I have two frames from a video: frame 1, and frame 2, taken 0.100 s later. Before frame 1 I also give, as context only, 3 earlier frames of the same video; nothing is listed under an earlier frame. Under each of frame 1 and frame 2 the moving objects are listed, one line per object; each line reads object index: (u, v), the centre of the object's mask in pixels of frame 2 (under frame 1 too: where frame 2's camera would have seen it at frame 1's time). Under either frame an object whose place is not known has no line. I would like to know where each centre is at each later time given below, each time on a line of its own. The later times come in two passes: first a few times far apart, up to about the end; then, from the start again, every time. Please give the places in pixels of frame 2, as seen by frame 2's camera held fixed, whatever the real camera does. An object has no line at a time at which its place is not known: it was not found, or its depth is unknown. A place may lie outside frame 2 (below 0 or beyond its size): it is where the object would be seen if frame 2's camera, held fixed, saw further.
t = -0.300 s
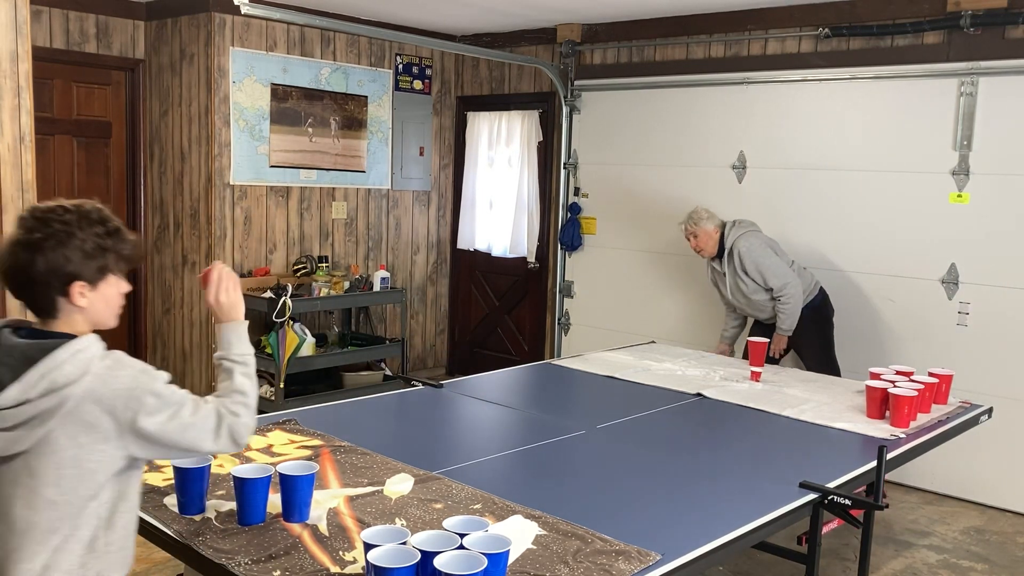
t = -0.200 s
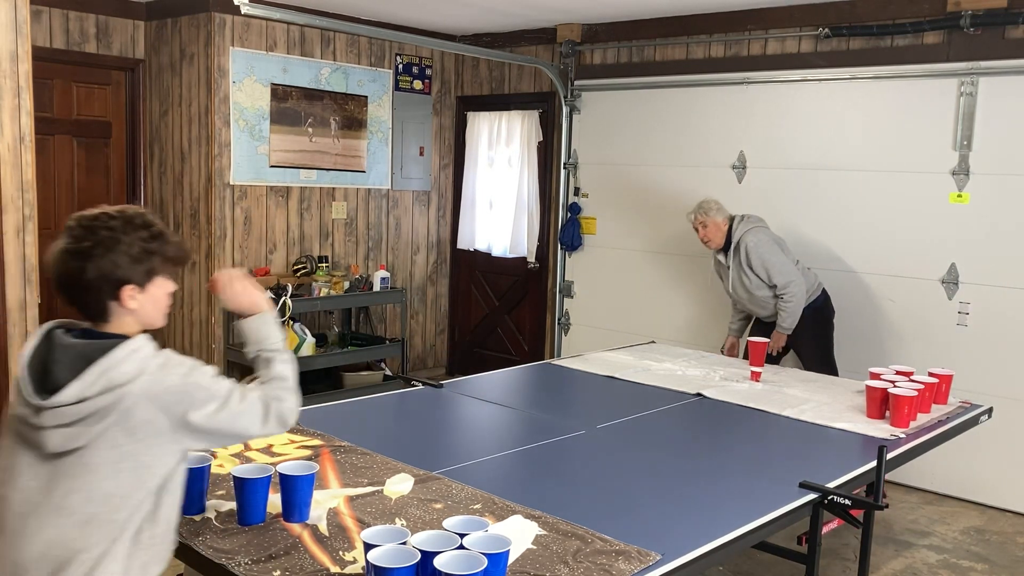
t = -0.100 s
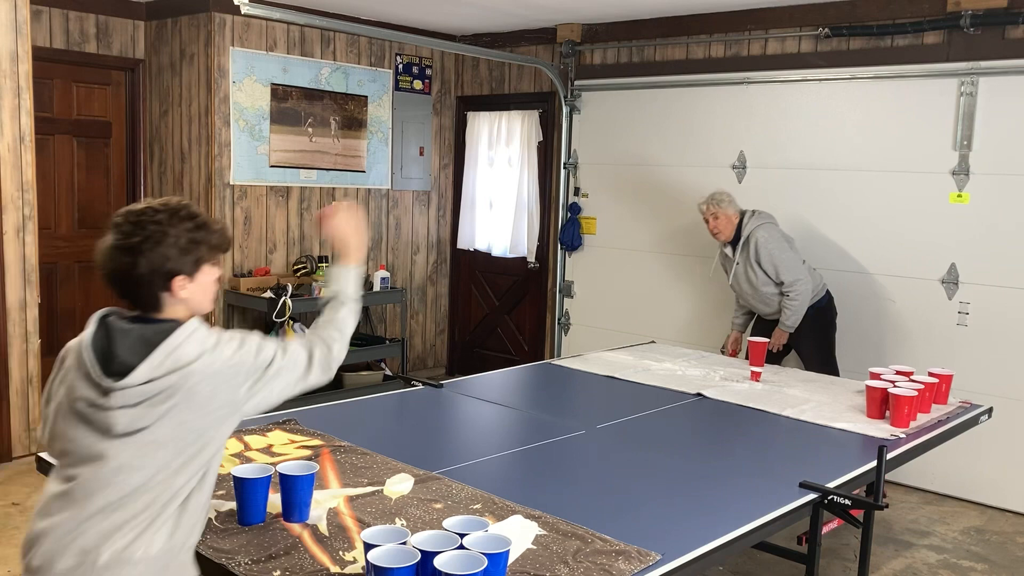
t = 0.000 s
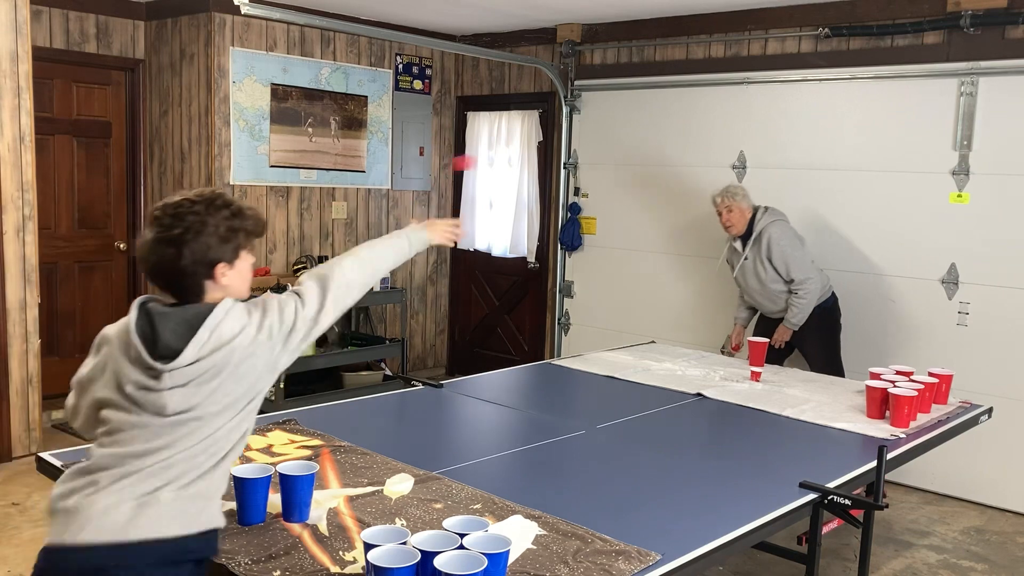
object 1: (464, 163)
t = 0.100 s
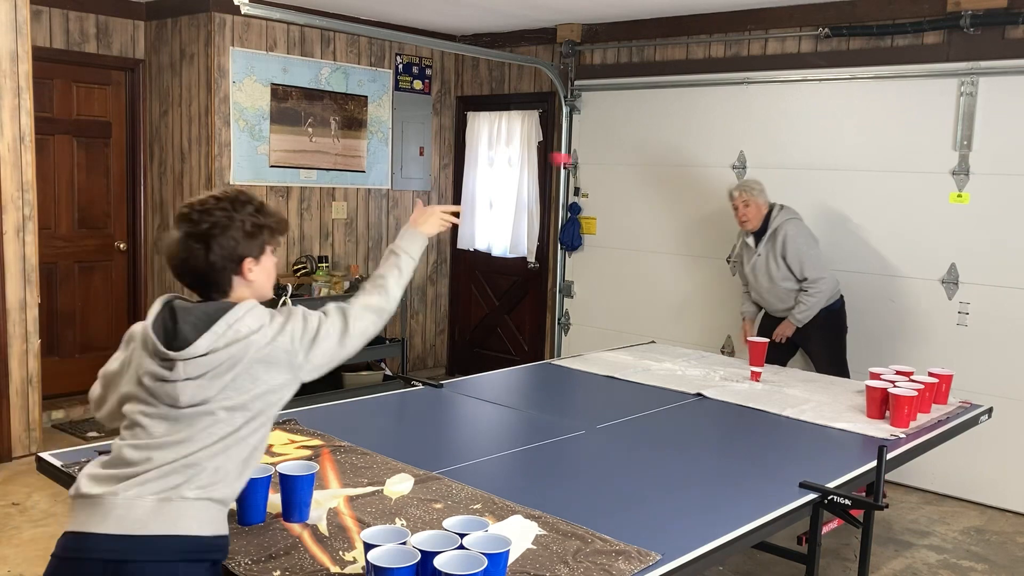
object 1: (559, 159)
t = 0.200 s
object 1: (634, 188)
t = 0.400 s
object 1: (735, 309)
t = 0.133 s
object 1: (588, 166)
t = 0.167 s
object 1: (612, 176)
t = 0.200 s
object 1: (634, 188)
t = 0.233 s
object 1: (655, 203)
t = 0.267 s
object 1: (674, 221)
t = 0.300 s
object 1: (691, 241)
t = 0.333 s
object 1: (707, 262)
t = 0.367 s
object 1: (722, 285)
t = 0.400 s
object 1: (735, 309)
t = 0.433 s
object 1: (746, 333)
